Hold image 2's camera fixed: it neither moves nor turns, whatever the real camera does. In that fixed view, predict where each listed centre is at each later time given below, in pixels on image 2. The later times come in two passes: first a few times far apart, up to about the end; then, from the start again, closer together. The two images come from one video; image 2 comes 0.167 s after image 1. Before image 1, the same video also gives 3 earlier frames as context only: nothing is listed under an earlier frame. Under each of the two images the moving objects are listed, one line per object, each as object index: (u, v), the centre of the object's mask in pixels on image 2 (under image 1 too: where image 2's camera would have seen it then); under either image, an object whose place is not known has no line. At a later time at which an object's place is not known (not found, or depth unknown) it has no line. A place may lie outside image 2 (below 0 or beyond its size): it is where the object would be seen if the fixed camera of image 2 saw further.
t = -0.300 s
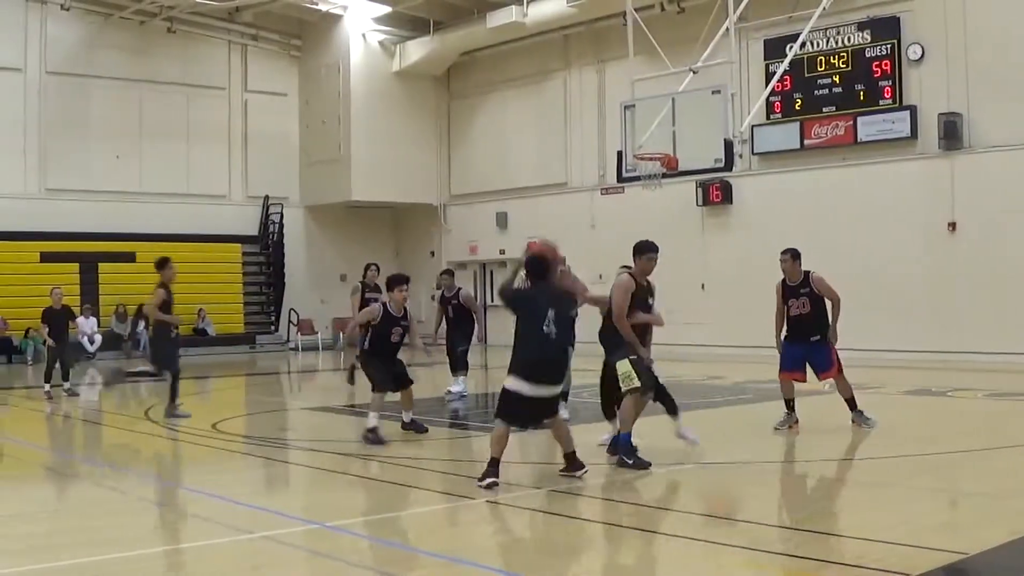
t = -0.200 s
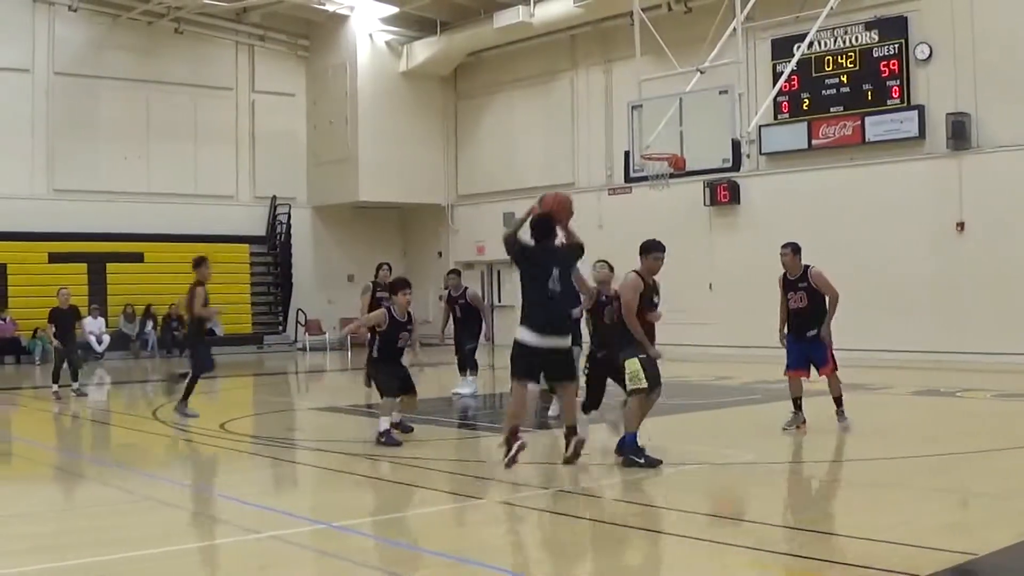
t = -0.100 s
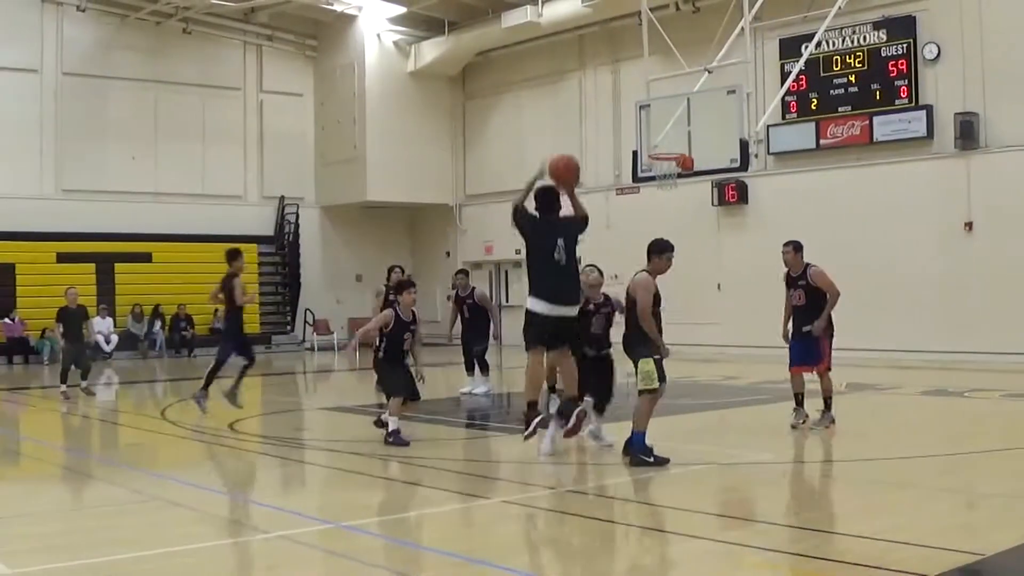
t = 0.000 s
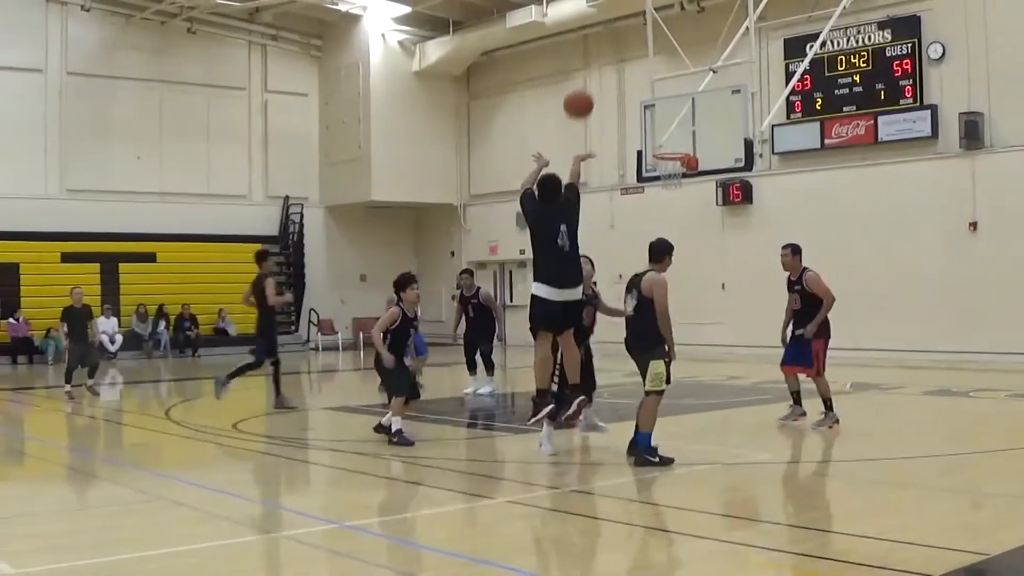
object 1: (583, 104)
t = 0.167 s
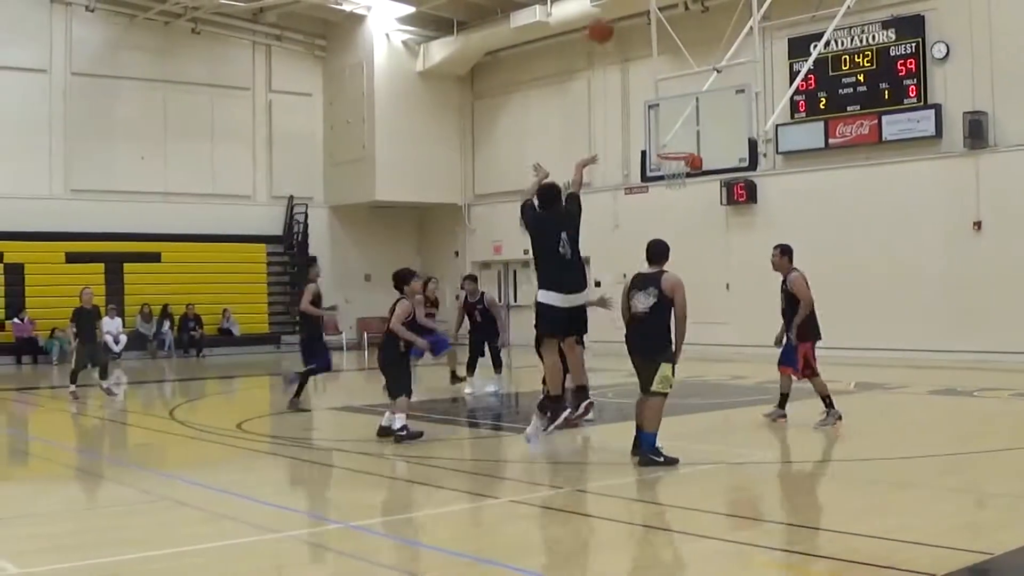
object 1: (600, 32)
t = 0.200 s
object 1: (603, 20)
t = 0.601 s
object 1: (638, 6)
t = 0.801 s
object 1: (653, 44)
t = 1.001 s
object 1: (665, 110)
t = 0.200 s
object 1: (603, 20)
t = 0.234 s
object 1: (608, 12)
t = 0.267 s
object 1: (611, 8)
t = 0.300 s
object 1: (613, 5)
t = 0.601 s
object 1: (638, 6)
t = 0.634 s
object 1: (641, 8)
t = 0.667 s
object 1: (643, 14)
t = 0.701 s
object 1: (646, 20)
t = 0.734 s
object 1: (649, 27)
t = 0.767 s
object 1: (650, 35)
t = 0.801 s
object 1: (653, 44)
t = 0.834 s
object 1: (655, 54)
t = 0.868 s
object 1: (656, 63)
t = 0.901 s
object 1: (659, 74)
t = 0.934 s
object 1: (661, 85)
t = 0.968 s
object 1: (663, 97)
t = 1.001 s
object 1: (665, 110)
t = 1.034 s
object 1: (667, 123)
